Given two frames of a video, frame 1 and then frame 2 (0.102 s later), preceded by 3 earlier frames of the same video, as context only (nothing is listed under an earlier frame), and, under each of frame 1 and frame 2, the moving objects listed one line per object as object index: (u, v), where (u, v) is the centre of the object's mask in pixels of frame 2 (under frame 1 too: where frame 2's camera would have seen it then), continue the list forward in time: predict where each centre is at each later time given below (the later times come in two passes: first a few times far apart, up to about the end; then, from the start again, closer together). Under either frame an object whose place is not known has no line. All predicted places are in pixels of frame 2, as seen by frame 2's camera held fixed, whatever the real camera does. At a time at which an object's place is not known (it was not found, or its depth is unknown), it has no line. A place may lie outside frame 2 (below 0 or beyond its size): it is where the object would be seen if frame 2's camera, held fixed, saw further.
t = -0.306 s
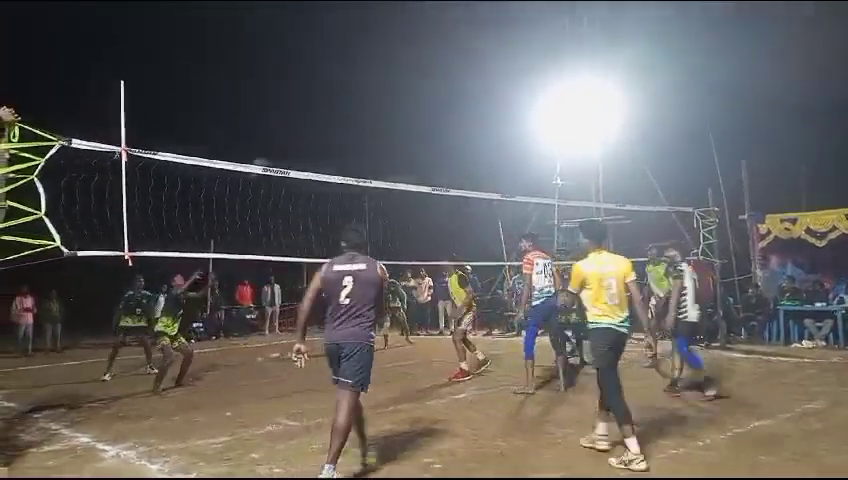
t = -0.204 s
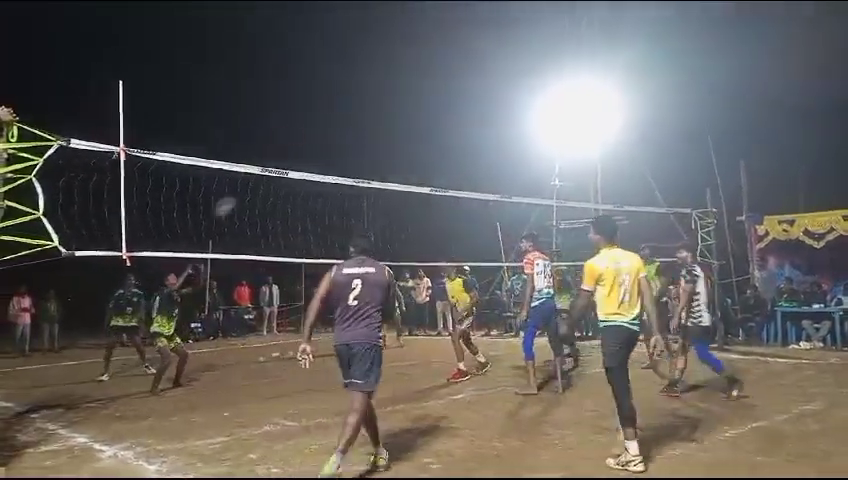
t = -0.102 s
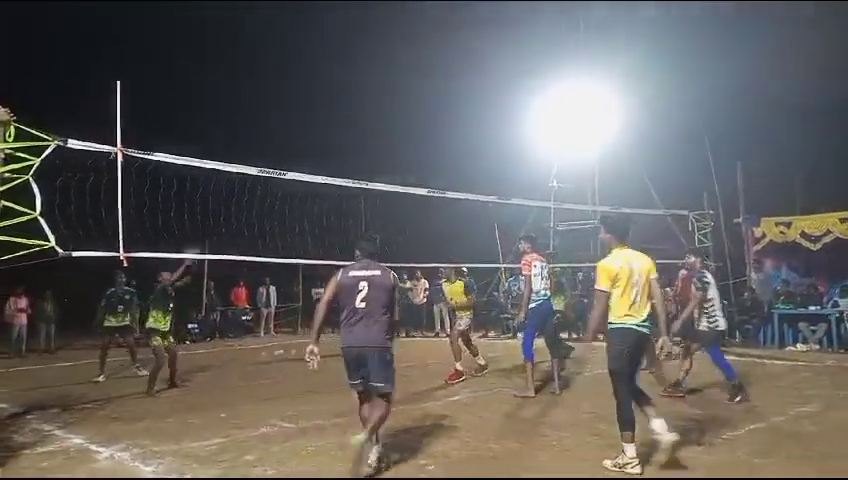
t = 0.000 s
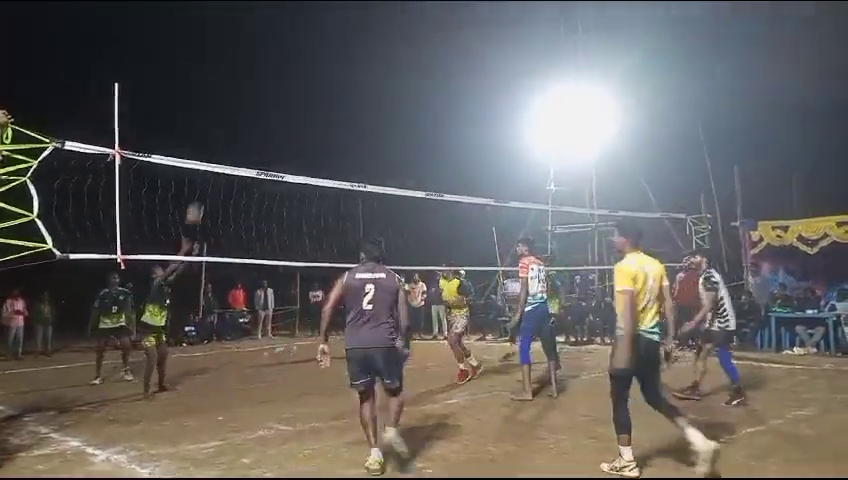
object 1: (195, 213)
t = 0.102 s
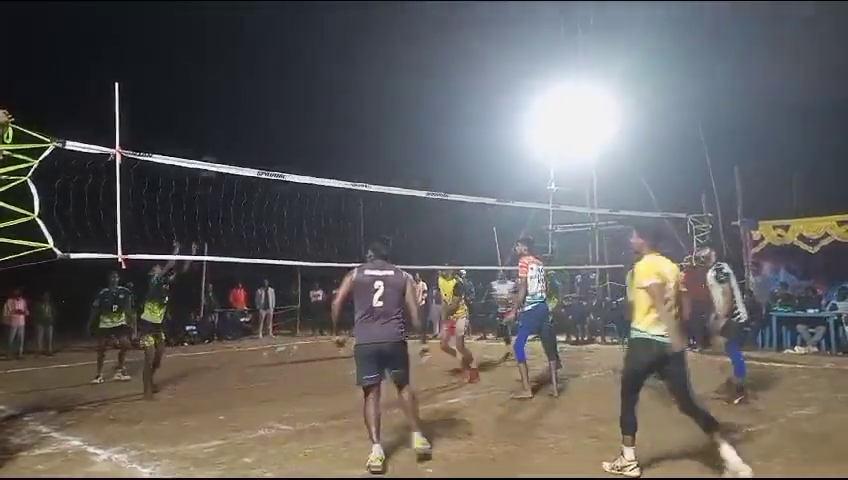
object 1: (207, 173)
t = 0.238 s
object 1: (224, 117)
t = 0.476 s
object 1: (254, 62)
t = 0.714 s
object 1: (285, 48)
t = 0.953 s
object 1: (316, 74)
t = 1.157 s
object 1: (342, 129)
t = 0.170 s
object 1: (216, 141)
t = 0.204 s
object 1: (221, 129)
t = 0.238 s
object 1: (224, 117)
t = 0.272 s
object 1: (229, 107)
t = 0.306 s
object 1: (233, 98)
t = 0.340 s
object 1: (237, 89)
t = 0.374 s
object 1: (241, 81)
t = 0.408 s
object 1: (246, 74)
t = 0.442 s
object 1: (250, 67)
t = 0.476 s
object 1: (254, 62)
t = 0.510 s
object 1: (259, 58)
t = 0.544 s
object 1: (264, 54)
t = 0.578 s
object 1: (267, 51)
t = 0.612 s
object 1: (271, 49)
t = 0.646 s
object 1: (276, 48)
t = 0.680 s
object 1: (280, 48)
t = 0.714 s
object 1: (285, 48)
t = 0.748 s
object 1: (288, 49)
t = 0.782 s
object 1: (294, 51)
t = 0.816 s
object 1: (297, 54)
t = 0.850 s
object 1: (302, 58)
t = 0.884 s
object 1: (307, 63)
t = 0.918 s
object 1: (311, 68)
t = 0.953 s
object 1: (316, 74)
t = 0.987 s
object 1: (320, 81)
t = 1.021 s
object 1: (324, 89)
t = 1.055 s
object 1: (329, 98)
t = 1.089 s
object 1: (333, 107)
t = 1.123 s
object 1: (337, 118)
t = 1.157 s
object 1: (342, 129)
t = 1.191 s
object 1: (346, 141)
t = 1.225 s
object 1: (351, 155)
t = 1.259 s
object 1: (356, 168)
